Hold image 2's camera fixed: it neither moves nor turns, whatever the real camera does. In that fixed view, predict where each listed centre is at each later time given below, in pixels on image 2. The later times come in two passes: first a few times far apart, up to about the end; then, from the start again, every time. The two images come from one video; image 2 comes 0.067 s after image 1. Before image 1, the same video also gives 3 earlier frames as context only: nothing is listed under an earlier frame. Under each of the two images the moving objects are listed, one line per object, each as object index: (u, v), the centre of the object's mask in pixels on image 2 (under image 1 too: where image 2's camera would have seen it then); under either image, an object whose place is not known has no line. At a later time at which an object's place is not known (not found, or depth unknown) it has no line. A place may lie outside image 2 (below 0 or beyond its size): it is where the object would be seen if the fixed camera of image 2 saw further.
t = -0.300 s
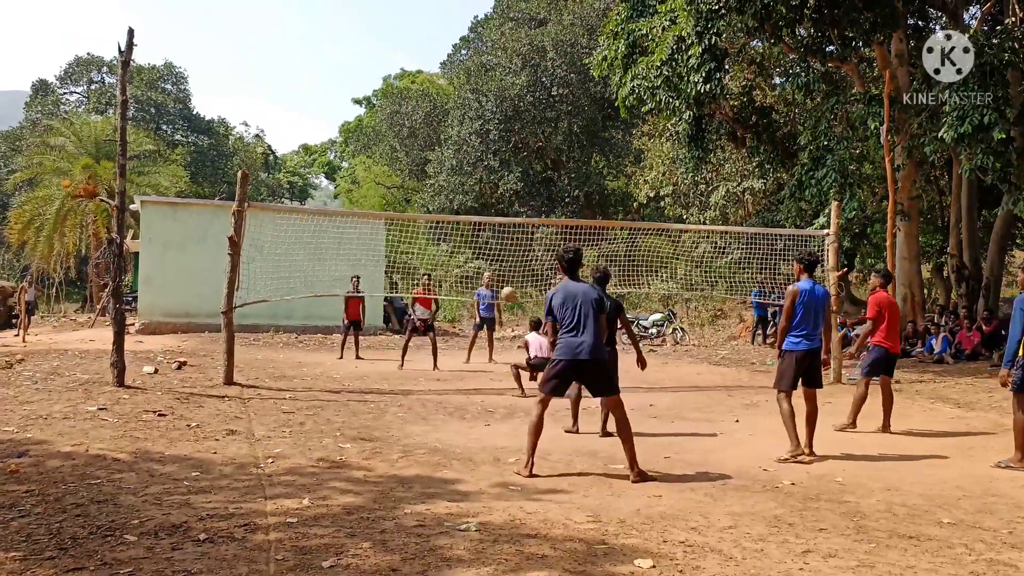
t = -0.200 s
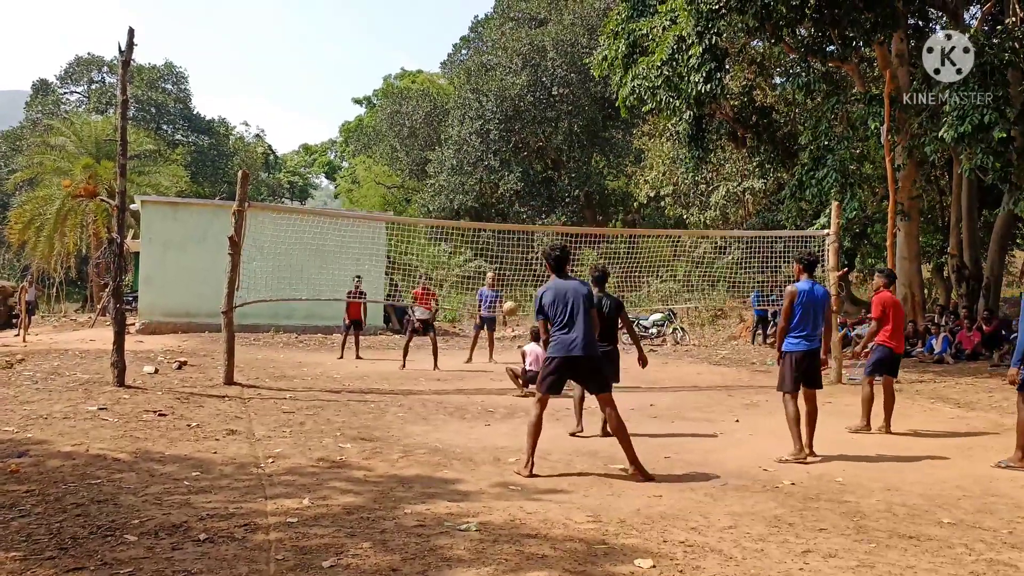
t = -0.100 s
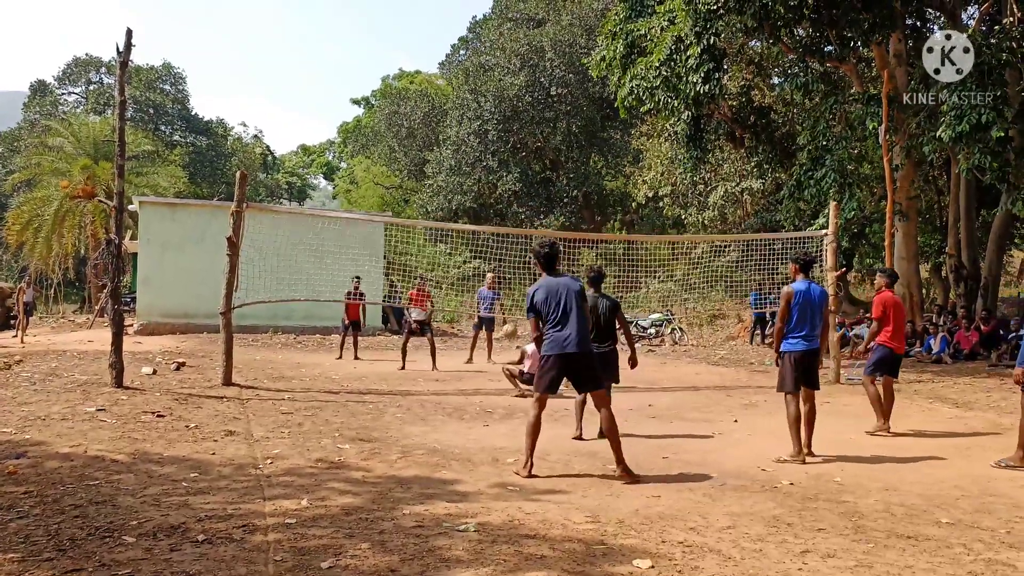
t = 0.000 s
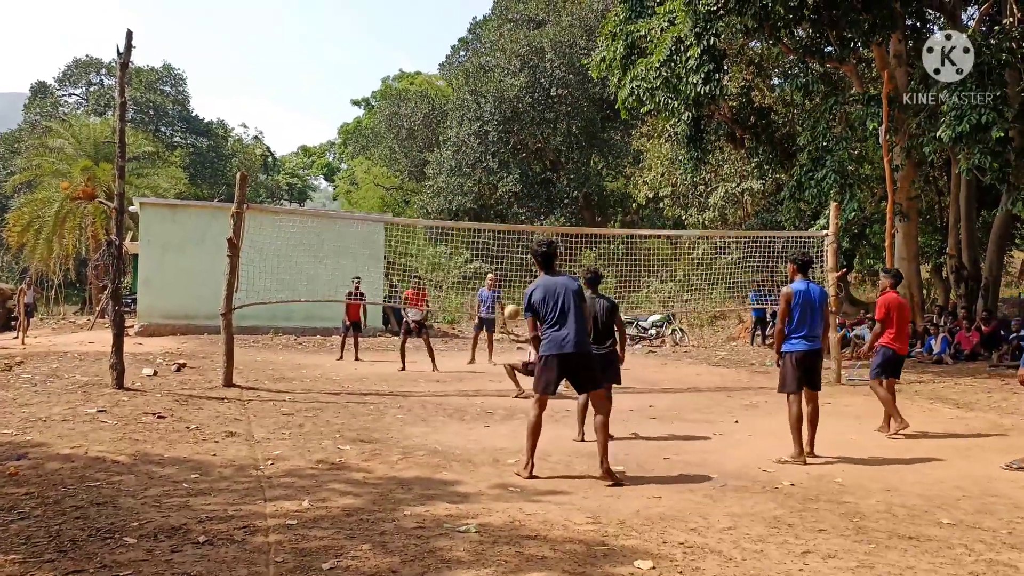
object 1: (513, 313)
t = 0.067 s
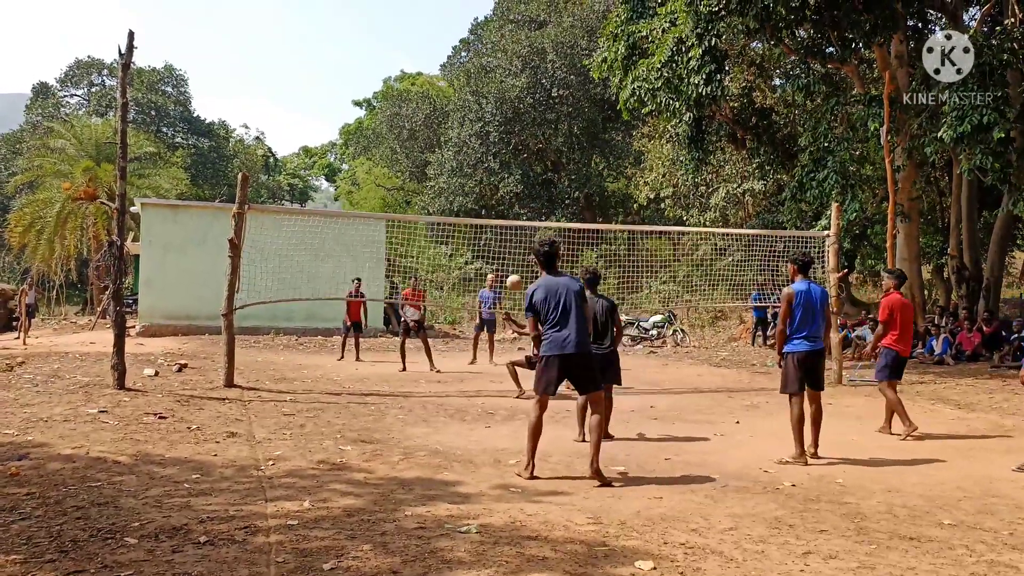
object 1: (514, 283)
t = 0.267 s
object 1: (519, 205)
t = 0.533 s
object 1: (524, 142)
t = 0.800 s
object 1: (531, 135)
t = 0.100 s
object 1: (514, 269)
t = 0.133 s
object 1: (515, 255)
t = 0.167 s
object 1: (516, 242)
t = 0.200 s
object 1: (517, 229)
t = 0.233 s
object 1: (518, 217)
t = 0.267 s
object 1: (519, 205)
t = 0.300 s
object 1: (520, 195)
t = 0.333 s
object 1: (520, 185)
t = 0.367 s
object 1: (521, 176)
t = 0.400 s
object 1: (522, 168)
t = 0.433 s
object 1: (522, 160)
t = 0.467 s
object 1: (523, 153)
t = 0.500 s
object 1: (524, 147)
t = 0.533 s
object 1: (524, 142)
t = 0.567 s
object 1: (525, 138)
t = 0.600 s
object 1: (526, 135)
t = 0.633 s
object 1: (526, 132)
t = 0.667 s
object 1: (527, 131)
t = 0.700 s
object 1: (528, 130)
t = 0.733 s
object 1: (528, 131)
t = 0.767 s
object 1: (530, 132)
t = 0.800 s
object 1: (531, 135)
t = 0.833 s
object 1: (531, 139)
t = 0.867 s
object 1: (532, 144)
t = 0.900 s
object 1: (533, 150)
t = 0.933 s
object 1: (534, 158)
